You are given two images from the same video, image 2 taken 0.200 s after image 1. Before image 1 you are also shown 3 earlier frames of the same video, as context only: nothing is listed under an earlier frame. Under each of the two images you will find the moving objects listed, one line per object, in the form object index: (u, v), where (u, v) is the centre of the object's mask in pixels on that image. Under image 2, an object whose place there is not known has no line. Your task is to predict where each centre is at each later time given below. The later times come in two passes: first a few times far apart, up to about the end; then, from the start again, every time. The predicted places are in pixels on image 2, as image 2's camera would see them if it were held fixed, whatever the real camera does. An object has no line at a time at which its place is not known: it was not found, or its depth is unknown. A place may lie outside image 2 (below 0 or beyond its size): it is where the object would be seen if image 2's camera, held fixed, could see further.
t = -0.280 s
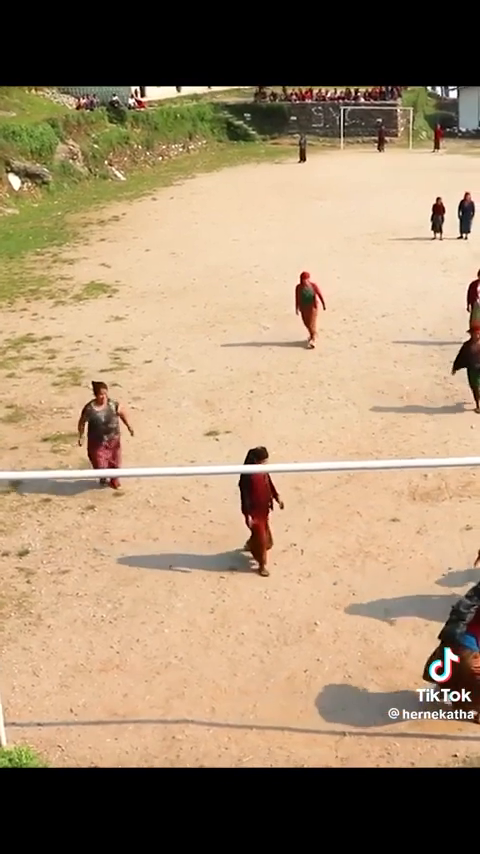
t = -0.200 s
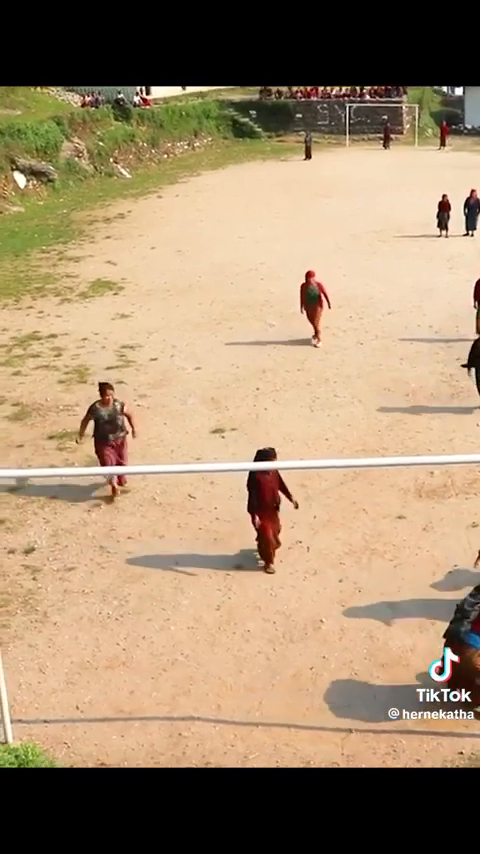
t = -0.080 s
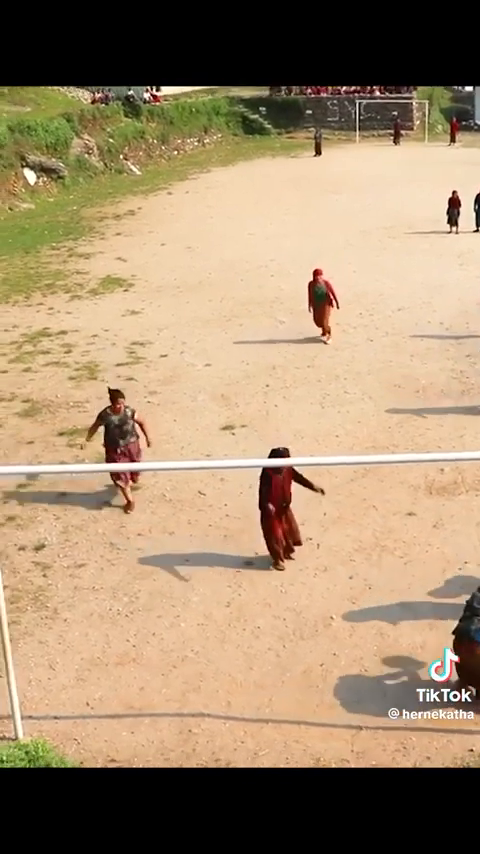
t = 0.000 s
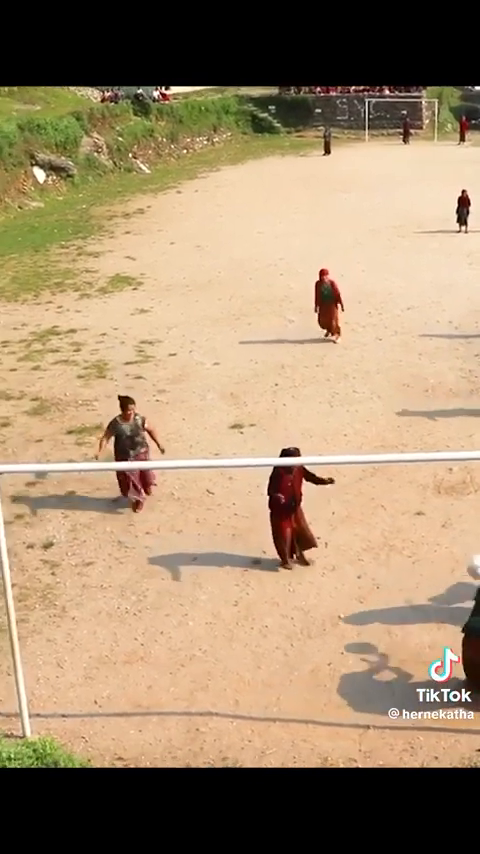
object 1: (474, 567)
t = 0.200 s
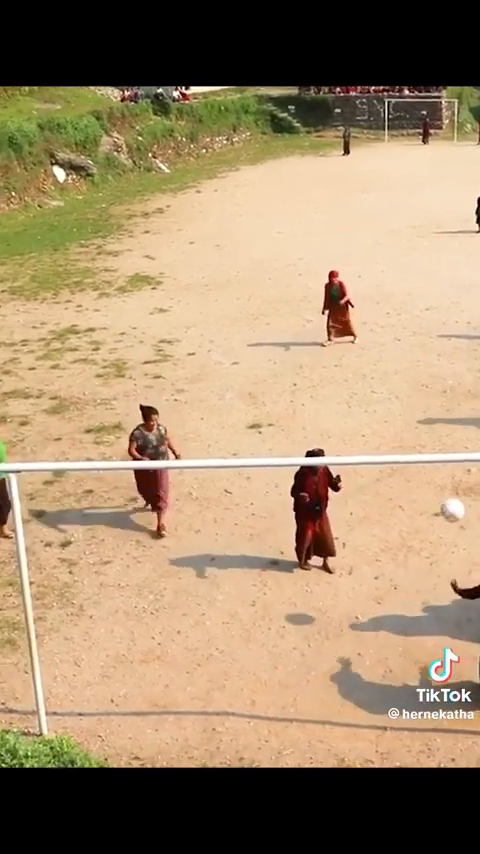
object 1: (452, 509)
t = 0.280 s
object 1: (436, 497)
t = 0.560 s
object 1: (378, 503)
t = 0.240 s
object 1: (444, 502)
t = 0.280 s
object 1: (436, 497)
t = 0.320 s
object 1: (427, 493)
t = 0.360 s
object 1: (419, 491)
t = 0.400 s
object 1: (410, 491)
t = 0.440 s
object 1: (402, 492)
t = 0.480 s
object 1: (393, 494)
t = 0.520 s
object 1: (386, 498)
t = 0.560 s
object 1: (378, 503)
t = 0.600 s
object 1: (371, 509)
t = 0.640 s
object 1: (364, 516)
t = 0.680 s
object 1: (358, 524)
